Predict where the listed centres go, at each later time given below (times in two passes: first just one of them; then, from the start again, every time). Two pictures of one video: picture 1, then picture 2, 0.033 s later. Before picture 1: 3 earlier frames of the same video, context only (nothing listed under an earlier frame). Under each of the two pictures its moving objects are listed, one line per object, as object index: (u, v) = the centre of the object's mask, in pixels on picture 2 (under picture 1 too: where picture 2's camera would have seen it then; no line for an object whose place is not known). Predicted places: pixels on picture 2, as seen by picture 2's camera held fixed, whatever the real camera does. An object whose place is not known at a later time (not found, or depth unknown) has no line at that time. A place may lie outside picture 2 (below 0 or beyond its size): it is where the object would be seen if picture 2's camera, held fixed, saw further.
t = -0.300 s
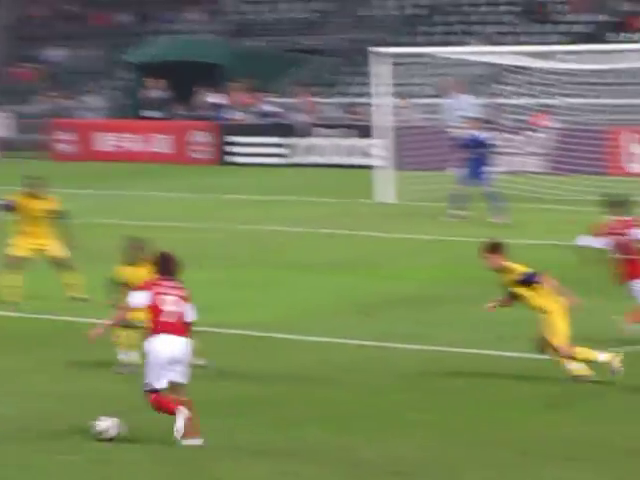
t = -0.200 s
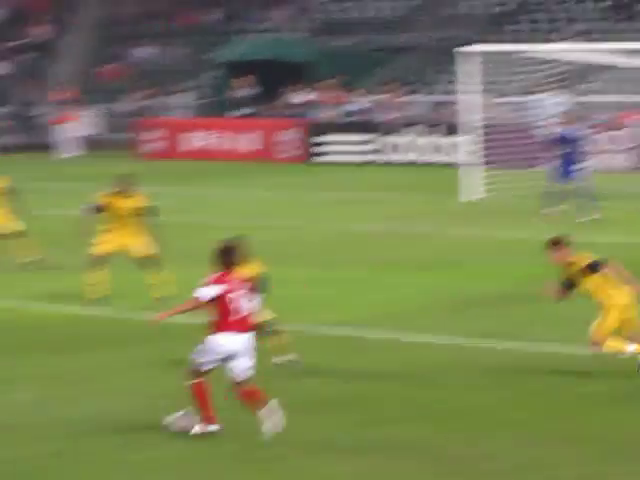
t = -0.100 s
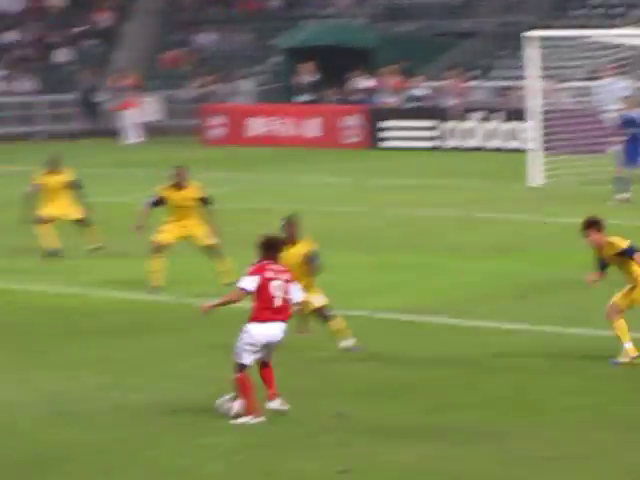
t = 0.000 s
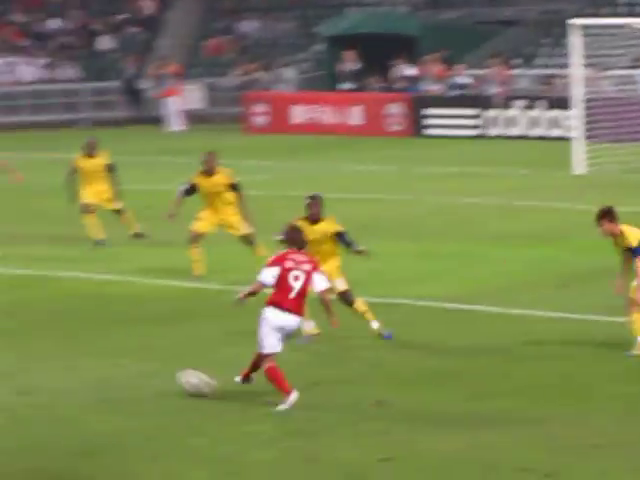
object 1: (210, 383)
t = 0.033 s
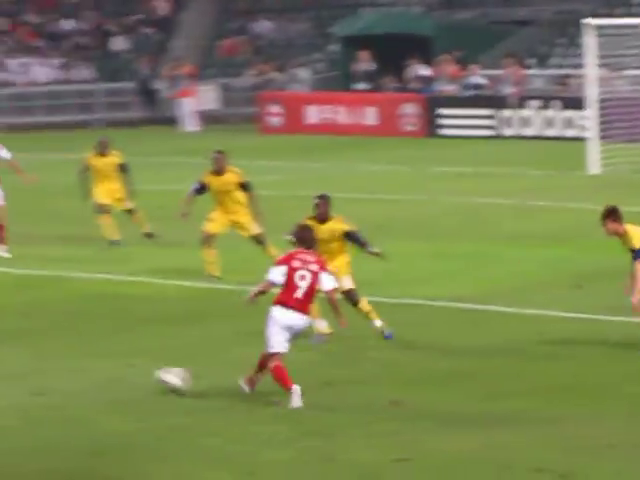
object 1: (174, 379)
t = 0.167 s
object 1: (31, 373)
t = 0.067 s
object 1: (137, 374)
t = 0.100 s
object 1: (101, 373)
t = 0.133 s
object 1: (66, 372)
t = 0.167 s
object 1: (31, 373)
